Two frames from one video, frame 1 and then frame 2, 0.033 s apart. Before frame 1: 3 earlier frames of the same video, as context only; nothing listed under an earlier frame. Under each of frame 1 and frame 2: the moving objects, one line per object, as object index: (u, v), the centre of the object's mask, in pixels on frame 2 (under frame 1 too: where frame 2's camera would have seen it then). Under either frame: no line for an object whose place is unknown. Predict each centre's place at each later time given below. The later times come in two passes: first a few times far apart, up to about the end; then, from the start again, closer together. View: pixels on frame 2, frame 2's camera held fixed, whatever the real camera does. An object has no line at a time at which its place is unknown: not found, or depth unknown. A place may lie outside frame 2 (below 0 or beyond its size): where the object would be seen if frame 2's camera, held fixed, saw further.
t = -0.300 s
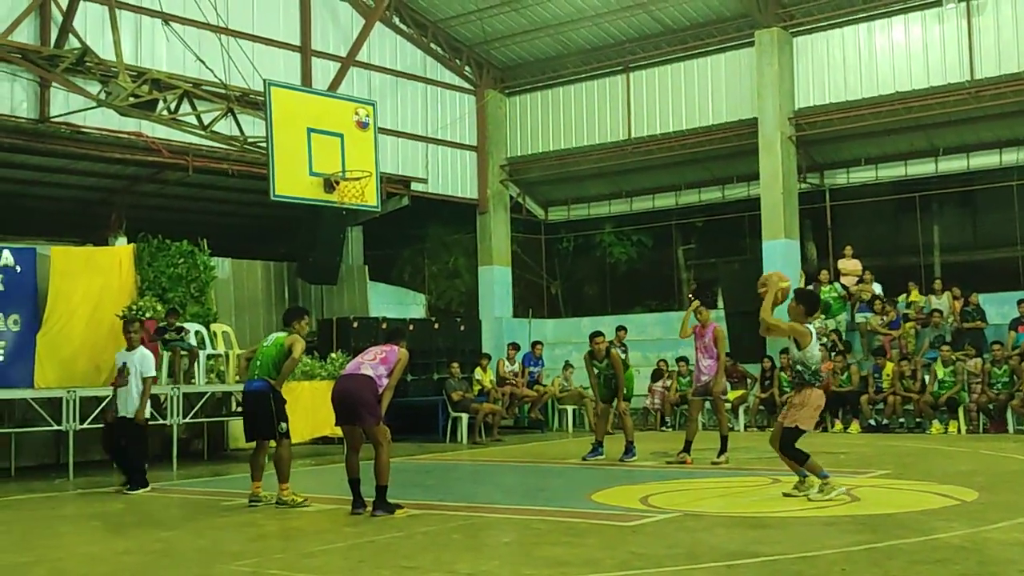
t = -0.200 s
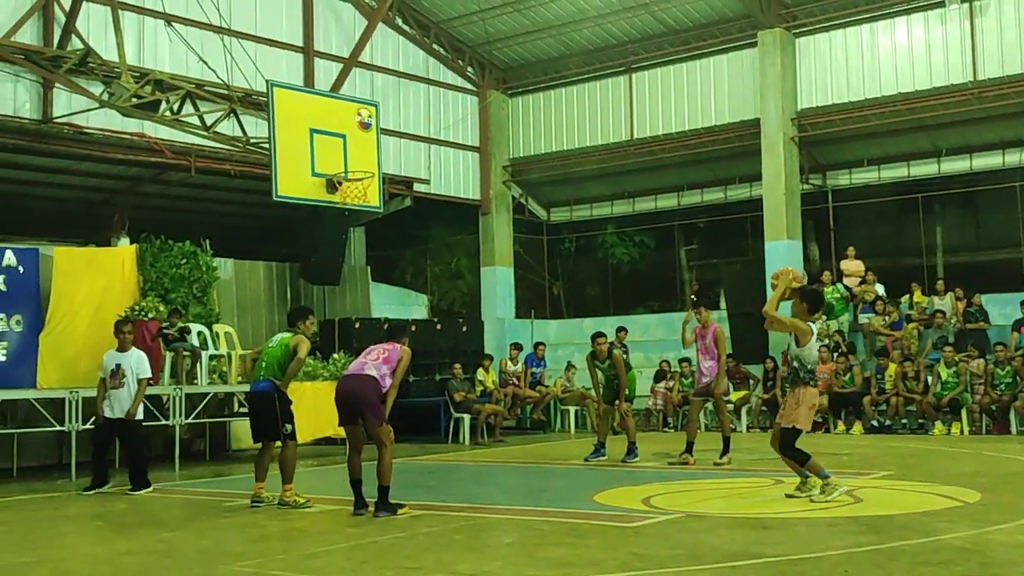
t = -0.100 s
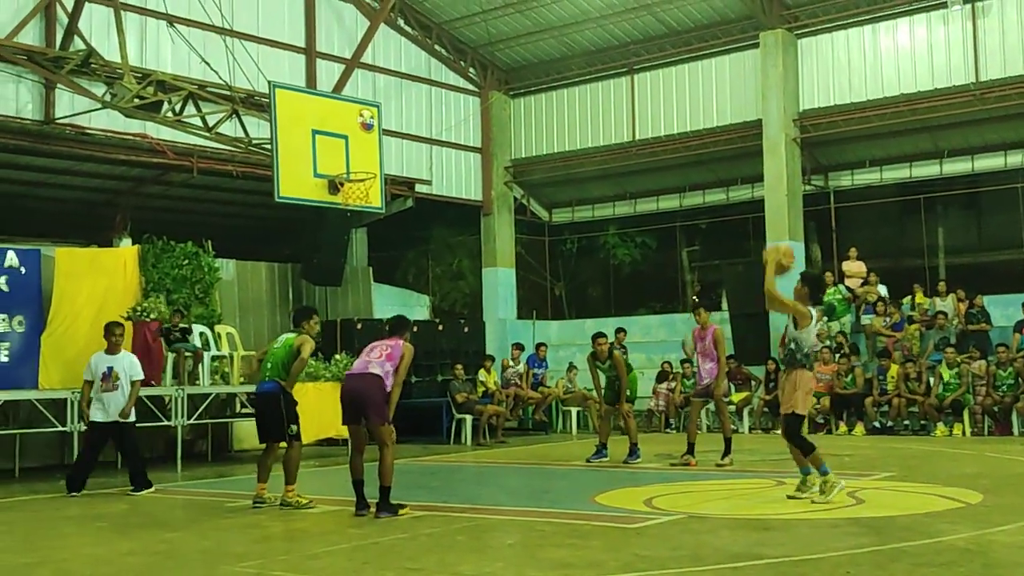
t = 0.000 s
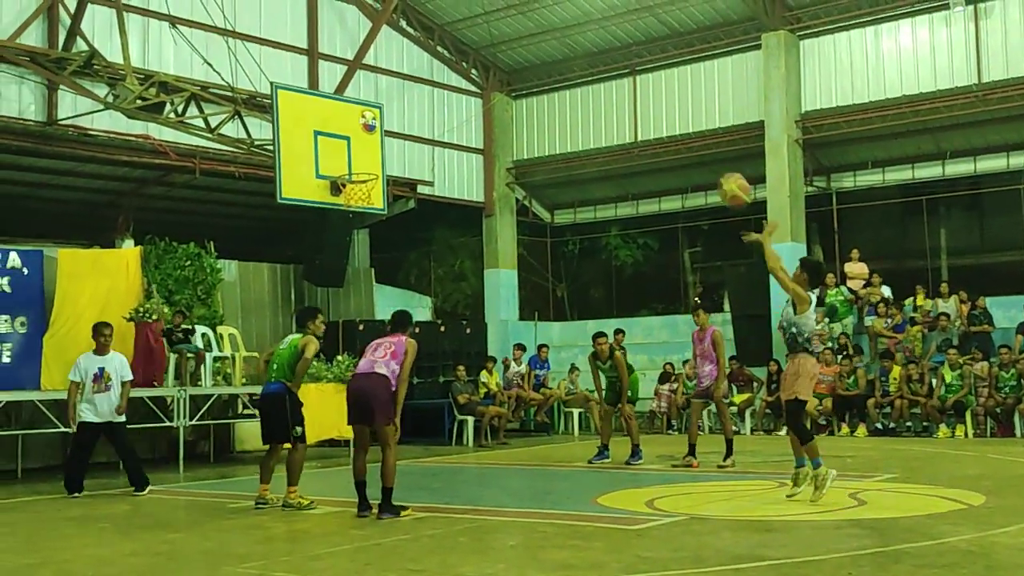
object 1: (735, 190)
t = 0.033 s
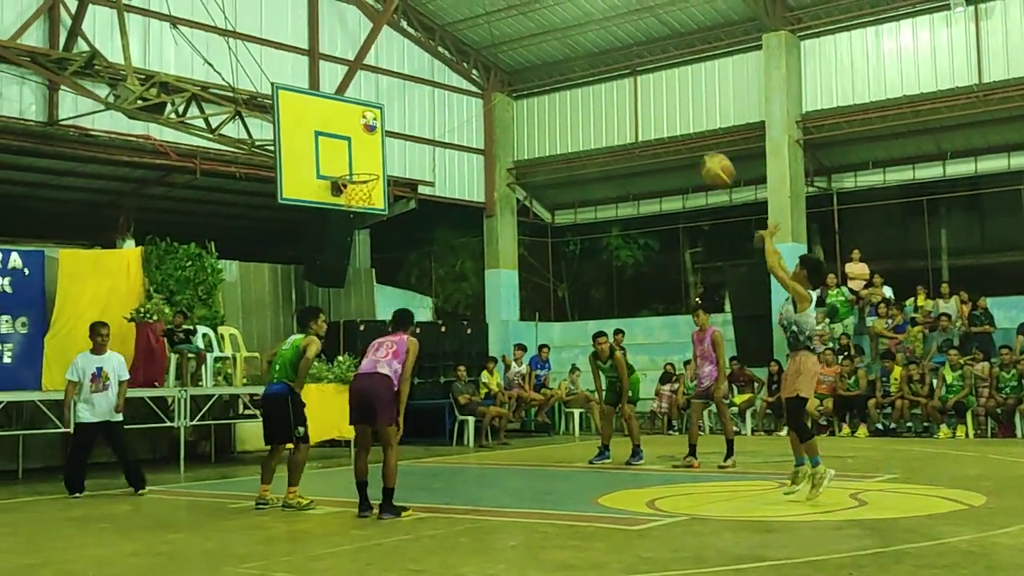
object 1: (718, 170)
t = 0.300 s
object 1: (590, 63)
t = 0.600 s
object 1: (476, 51)
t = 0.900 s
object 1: (383, 127)
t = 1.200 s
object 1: (379, 109)
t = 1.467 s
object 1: (422, 71)
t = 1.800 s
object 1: (486, 123)
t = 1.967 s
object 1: (523, 199)
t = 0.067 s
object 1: (700, 150)
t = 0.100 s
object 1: (685, 134)
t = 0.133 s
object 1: (666, 117)
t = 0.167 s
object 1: (650, 104)
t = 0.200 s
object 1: (633, 91)
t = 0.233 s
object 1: (619, 80)
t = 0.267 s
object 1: (604, 71)
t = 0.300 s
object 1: (590, 63)
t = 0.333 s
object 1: (575, 57)
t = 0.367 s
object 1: (562, 52)
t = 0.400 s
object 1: (549, 49)
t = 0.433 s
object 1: (537, 45)
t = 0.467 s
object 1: (524, 45)
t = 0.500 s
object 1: (511, 45)
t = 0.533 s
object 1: (500, 45)
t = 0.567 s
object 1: (487, 48)
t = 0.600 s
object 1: (476, 51)
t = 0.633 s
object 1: (466, 56)
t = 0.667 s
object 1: (453, 61)
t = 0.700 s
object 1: (443, 68)
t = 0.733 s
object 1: (431, 75)
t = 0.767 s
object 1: (421, 84)
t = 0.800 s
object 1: (411, 94)
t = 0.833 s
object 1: (401, 104)
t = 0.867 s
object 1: (392, 115)
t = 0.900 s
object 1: (383, 127)
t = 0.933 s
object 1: (372, 140)
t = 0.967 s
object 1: (364, 153)
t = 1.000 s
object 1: (355, 167)
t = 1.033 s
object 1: (354, 165)
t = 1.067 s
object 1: (359, 153)
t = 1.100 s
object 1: (364, 140)
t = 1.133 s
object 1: (368, 129)
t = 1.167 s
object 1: (373, 120)
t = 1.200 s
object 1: (379, 109)
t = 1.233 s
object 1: (384, 101)
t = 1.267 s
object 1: (389, 94)
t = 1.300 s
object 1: (394, 87)
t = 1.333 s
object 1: (400, 82)
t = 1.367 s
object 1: (405, 78)
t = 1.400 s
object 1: (411, 74)
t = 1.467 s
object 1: (422, 71)
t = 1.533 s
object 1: (434, 71)
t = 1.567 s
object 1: (440, 73)
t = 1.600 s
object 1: (446, 76)
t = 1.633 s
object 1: (453, 81)
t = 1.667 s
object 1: (459, 87)
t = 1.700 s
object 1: (466, 95)
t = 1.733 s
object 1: (472, 103)
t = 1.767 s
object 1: (479, 112)
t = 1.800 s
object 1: (486, 123)
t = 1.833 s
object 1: (493, 134)
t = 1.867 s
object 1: (503, 145)
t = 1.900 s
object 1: (508, 165)
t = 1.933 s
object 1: (516, 181)
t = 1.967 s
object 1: (523, 199)
